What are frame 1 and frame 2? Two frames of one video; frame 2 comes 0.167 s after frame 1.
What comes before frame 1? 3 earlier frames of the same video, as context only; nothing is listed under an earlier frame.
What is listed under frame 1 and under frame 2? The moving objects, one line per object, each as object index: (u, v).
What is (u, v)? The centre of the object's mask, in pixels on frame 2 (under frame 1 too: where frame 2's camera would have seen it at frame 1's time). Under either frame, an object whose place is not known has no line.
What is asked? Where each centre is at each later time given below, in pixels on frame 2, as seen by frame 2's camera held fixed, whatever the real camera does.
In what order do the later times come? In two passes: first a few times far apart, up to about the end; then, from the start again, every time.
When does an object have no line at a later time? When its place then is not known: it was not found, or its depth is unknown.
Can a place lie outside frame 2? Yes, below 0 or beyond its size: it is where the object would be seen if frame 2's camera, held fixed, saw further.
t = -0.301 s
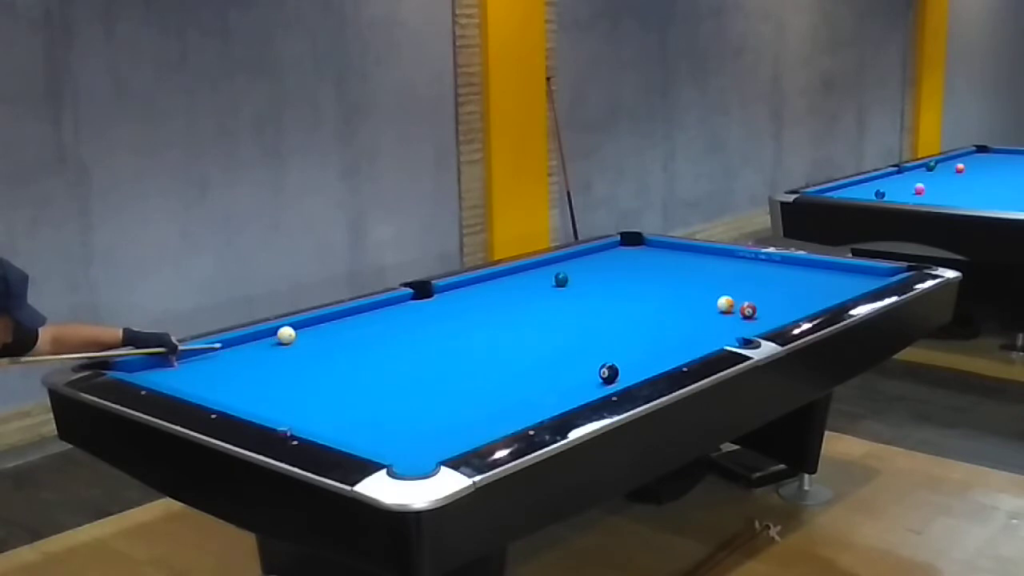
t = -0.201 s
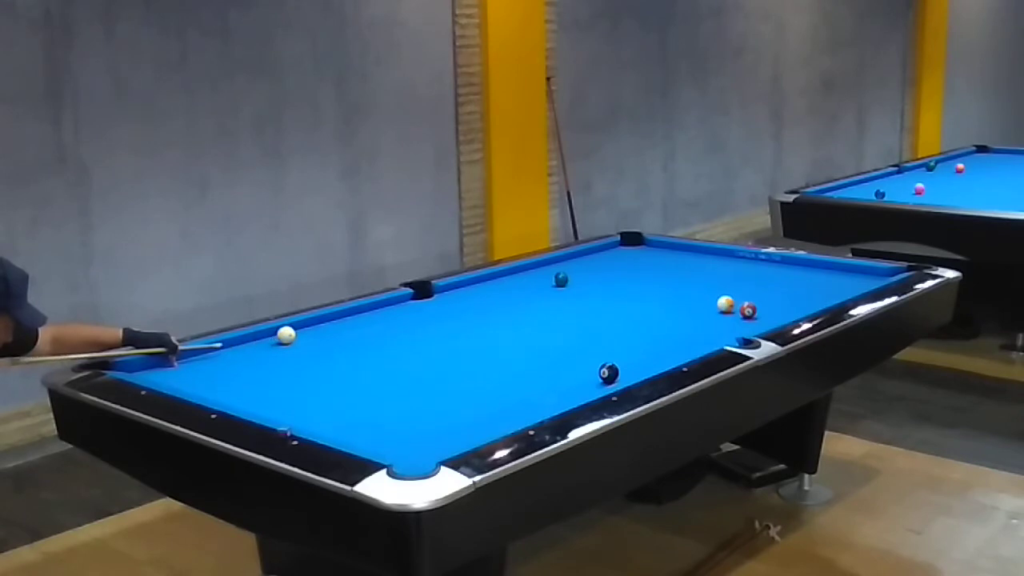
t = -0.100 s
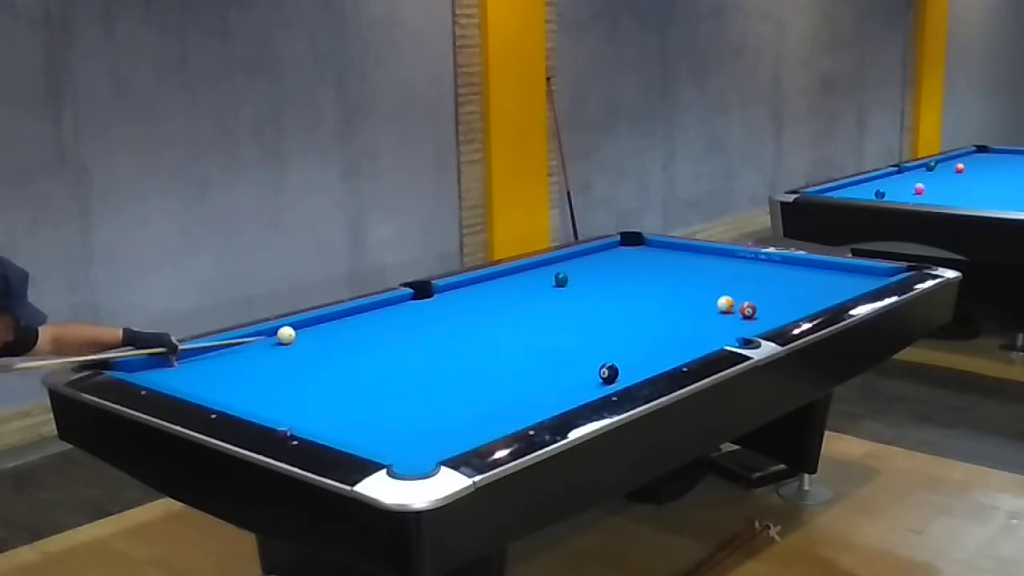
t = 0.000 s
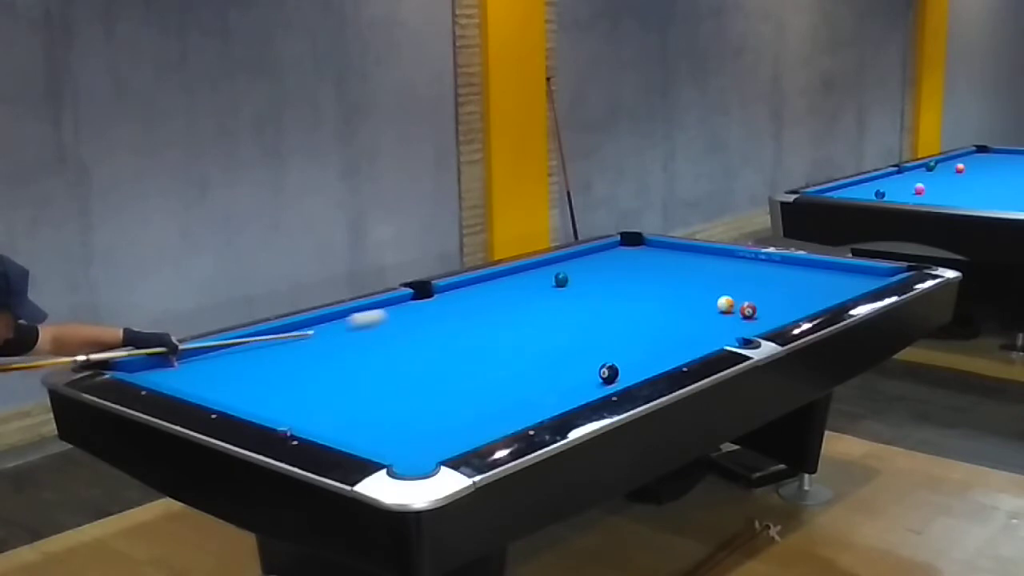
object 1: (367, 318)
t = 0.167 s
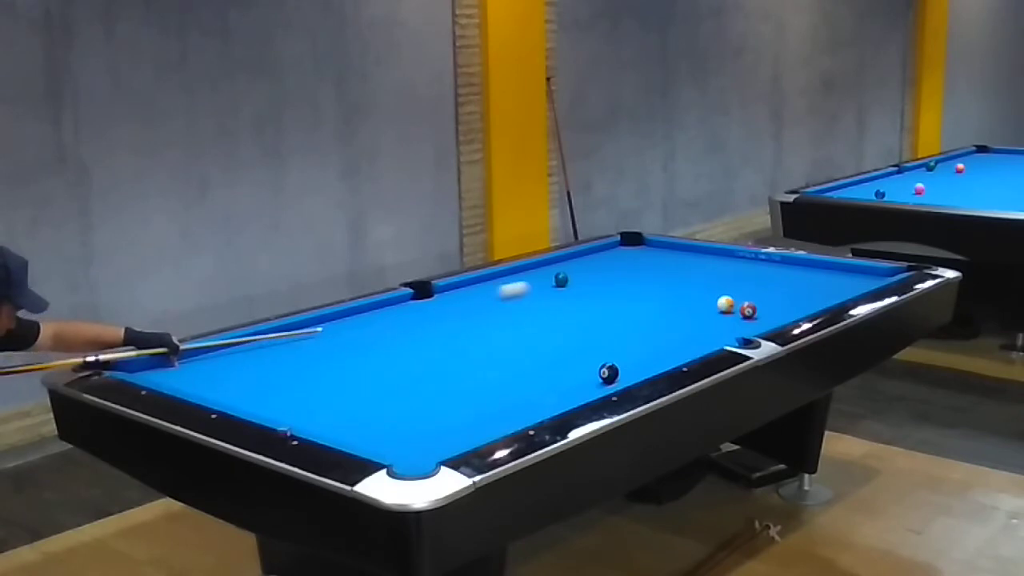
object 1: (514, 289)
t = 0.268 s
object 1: (571, 283)
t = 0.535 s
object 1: (666, 284)
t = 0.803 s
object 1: (760, 284)
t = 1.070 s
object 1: (854, 284)
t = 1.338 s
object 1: (851, 274)
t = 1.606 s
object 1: (828, 266)
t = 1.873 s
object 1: (786, 266)
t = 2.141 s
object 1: (747, 266)
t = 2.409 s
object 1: (710, 265)
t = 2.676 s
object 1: (675, 265)
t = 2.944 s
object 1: (643, 265)
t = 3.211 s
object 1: (612, 264)
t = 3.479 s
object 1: (583, 264)
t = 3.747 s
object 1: (555, 264)
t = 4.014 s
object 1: (541, 265)
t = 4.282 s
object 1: (543, 268)
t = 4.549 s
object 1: (544, 271)
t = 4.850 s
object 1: (546, 274)
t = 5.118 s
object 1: (547, 276)
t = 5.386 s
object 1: (548, 279)
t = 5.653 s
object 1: (549, 280)
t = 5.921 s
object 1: (550, 281)
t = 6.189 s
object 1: (551, 283)
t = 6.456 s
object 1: (552, 284)
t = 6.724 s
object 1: (553, 284)
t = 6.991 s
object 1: (553, 284)
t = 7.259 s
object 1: (553, 284)
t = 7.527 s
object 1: (553, 284)
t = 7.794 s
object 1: (553, 284)
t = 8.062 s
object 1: (553, 284)
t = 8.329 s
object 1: (553, 284)
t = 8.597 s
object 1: (553, 284)
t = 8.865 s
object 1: (553, 284)
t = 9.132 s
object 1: (553, 284)
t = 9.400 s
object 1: (553, 284)
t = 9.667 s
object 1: (553, 284)
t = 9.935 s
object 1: (553, 284)
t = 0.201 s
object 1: (537, 285)
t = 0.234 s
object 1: (559, 282)
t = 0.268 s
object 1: (571, 283)
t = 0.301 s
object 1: (584, 283)
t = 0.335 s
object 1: (596, 283)
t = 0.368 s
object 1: (608, 284)
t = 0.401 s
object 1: (620, 284)
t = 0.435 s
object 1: (631, 284)
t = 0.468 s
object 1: (643, 284)
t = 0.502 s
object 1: (654, 284)
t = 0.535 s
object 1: (666, 284)
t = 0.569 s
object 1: (677, 284)
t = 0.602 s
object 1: (690, 284)
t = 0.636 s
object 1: (701, 284)
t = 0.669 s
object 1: (713, 284)
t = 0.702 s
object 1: (725, 284)
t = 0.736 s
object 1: (736, 284)
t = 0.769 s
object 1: (748, 284)
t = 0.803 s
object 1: (760, 284)
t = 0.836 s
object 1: (772, 284)
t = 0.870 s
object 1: (783, 284)
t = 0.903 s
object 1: (795, 284)
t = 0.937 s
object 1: (807, 284)
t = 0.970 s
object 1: (819, 284)
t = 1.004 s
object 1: (831, 284)
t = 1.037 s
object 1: (842, 284)
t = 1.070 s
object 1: (854, 284)
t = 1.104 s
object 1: (865, 283)
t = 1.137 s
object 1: (865, 282)
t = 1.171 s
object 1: (862, 281)
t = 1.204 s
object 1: (859, 280)
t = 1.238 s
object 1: (857, 278)
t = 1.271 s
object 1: (855, 277)
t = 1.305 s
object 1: (853, 275)
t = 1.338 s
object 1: (851, 274)
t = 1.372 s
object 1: (850, 272)
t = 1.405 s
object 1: (848, 271)
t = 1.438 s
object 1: (846, 269)
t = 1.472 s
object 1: (844, 268)
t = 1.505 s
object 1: (842, 266)
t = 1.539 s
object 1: (838, 266)
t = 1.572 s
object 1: (833, 266)
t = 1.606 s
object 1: (828, 266)
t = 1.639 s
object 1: (822, 266)
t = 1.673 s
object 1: (817, 266)
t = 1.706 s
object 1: (811, 266)
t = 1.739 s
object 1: (806, 266)
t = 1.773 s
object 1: (801, 266)
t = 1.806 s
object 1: (796, 266)
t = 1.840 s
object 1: (791, 266)
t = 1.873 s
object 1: (786, 266)
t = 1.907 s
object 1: (781, 266)
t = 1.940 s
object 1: (776, 266)
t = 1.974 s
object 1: (771, 266)
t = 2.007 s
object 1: (766, 266)
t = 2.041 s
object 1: (762, 266)
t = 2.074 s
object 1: (757, 266)
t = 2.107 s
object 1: (752, 266)
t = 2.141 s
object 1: (747, 266)
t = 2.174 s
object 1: (742, 266)
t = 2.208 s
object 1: (738, 266)
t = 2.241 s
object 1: (733, 265)
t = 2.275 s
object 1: (728, 265)
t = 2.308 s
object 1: (724, 266)
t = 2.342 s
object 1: (720, 265)
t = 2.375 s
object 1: (715, 265)
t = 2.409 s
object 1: (710, 265)
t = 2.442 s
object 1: (706, 265)
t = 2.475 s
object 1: (701, 265)
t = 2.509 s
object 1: (697, 265)
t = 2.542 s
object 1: (693, 265)
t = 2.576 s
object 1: (688, 265)
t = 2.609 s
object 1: (684, 265)
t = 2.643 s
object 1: (680, 265)
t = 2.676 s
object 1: (675, 265)
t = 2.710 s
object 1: (671, 265)
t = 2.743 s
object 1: (667, 265)
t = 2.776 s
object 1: (663, 265)
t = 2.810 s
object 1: (659, 265)
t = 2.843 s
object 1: (655, 265)
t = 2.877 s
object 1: (651, 265)
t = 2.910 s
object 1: (647, 265)
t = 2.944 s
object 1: (643, 265)
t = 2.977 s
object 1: (639, 265)
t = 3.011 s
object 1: (635, 265)
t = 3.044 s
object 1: (631, 264)
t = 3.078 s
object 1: (627, 264)
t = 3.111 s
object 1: (623, 264)
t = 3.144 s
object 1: (619, 264)
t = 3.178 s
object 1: (615, 264)
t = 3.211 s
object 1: (612, 264)
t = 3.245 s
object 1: (608, 264)
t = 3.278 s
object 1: (604, 264)
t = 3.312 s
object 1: (601, 264)
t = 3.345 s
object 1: (597, 264)
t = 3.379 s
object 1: (593, 264)
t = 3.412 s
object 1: (590, 264)
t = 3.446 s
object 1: (586, 264)
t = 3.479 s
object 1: (583, 264)
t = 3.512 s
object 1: (579, 264)
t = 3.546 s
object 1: (576, 264)
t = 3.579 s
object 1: (572, 264)
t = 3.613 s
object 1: (569, 264)
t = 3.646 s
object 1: (565, 264)
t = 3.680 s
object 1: (562, 264)
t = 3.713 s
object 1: (559, 264)
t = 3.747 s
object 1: (555, 264)
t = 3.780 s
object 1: (552, 264)
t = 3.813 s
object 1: (549, 264)
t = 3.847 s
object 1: (545, 263)
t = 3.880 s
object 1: (542, 263)
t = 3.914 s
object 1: (540, 263)
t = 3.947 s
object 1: (540, 264)
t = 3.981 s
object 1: (541, 264)
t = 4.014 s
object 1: (541, 265)
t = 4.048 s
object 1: (541, 265)
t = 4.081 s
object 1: (541, 265)
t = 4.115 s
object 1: (541, 266)
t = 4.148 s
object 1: (542, 266)
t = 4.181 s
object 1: (542, 267)
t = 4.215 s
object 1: (542, 267)
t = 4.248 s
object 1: (543, 267)
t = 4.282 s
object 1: (543, 268)
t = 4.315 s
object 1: (543, 268)
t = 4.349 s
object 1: (543, 269)
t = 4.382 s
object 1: (543, 269)
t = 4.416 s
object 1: (543, 269)
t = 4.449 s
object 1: (544, 270)
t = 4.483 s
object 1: (544, 270)
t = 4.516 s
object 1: (544, 271)
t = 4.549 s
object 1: (544, 271)
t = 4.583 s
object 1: (545, 271)
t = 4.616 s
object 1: (545, 272)
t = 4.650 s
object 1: (545, 272)
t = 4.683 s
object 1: (545, 272)
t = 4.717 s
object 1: (545, 273)
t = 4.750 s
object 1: (545, 273)
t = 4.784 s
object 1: (545, 273)
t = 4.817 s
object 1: (546, 273)
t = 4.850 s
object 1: (546, 274)
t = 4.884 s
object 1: (546, 274)
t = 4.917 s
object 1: (546, 274)
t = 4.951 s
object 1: (546, 275)
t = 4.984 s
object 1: (546, 275)
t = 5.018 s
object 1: (546, 275)
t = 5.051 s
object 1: (547, 276)
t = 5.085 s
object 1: (547, 276)
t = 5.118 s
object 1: (547, 276)
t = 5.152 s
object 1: (547, 277)
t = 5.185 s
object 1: (547, 277)
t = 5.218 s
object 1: (547, 277)
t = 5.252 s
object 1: (548, 277)
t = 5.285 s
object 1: (548, 278)
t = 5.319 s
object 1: (548, 278)
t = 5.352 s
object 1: (548, 278)
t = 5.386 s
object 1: (548, 279)
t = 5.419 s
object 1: (548, 279)
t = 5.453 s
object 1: (548, 279)
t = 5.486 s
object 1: (549, 279)
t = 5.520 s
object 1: (549, 280)
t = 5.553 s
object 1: (549, 280)
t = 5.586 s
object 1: (549, 280)
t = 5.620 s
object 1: (549, 280)
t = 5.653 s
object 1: (549, 280)
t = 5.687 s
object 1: (549, 280)
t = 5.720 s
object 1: (549, 280)
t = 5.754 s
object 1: (550, 281)
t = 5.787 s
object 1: (550, 281)
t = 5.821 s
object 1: (550, 281)
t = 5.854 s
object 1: (550, 281)
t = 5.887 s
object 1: (550, 281)
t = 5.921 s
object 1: (550, 281)
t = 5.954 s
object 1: (550, 282)
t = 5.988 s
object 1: (550, 282)
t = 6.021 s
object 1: (550, 282)
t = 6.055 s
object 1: (551, 282)
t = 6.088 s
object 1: (551, 282)
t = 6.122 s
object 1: (551, 282)
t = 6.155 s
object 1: (551, 283)
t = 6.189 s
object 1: (551, 283)
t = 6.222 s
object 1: (551, 283)
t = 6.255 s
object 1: (551, 283)
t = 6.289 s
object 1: (552, 283)
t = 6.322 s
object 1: (552, 283)
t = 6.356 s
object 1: (552, 283)
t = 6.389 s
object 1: (552, 283)
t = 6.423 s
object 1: (552, 283)
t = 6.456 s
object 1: (552, 284)
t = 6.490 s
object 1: (553, 284)
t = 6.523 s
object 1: (553, 284)
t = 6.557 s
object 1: (553, 284)
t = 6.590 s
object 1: (553, 284)
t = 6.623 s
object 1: (553, 284)
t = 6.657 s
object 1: (553, 284)
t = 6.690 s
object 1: (553, 284)
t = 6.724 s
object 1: (553, 284)
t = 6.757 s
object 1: (553, 284)
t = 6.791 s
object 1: (553, 284)
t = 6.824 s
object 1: (553, 284)
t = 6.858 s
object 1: (553, 284)
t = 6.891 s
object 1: (553, 284)
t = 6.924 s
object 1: (553, 284)
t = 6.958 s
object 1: (553, 284)
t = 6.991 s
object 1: (553, 284)
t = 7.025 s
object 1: (553, 284)
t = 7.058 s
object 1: (553, 284)
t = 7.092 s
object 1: (553, 284)
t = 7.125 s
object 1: (553, 284)
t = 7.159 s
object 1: (553, 284)
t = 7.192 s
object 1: (553, 284)
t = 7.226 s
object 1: (553, 284)
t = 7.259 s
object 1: (553, 284)
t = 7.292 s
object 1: (553, 284)
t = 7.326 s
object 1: (553, 284)
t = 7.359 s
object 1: (553, 284)
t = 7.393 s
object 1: (553, 284)
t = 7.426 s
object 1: (553, 284)
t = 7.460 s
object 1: (553, 284)
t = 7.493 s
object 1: (553, 284)
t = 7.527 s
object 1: (553, 284)
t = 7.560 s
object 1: (553, 284)
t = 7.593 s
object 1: (553, 284)
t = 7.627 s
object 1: (553, 284)
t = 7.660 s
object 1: (553, 284)
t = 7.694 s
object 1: (553, 284)
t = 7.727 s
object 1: (553, 284)
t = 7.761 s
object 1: (553, 284)
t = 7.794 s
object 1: (553, 284)
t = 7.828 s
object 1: (553, 284)
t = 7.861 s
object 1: (553, 284)
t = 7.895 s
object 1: (553, 284)
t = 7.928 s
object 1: (553, 284)
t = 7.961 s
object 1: (553, 284)
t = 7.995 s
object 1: (553, 284)
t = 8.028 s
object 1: (553, 284)
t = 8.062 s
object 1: (553, 284)
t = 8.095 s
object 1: (553, 284)
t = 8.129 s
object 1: (553, 284)
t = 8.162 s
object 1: (553, 284)
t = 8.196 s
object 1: (553, 284)
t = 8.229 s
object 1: (553, 284)
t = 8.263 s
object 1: (553, 284)
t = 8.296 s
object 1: (553, 284)
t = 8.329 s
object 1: (553, 284)
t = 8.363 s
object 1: (553, 284)
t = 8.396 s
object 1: (553, 284)
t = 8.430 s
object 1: (553, 284)
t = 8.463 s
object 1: (553, 284)
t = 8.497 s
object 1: (553, 284)
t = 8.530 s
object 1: (553, 284)
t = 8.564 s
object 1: (553, 284)
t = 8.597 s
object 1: (553, 284)
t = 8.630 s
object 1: (553, 284)
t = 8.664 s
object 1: (553, 284)
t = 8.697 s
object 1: (553, 284)
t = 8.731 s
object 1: (553, 284)
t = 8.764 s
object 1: (553, 284)
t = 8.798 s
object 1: (553, 284)
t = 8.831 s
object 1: (553, 284)
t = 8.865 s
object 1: (553, 284)
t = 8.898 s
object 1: (553, 284)
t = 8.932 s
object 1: (553, 284)
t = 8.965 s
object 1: (553, 284)
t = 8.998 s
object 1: (553, 284)
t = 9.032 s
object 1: (553, 284)
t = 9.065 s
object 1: (553, 284)
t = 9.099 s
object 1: (553, 284)
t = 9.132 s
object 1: (553, 284)
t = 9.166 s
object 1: (553, 284)
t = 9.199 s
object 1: (553, 284)
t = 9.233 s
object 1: (553, 284)
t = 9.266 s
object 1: (553, 284)
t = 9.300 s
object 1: (553, 284)
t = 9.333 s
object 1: (553, 284)
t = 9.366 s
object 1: (553, 284)
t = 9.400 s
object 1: (553, 284)
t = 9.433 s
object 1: (553, 284)
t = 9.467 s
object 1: (553, 284)
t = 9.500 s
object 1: (553, 284)
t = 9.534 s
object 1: (553, 284)
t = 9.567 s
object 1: (553, 284)
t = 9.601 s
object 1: (553, 284)
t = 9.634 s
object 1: (553, 284)
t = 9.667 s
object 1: (553, 284)
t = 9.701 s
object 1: (553, 284)
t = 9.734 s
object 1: (553, 284)
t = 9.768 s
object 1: (553, 284)
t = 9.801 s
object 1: (554, 284)
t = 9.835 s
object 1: (553, 284)
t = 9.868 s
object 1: (553, 284)
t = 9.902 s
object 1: (553, 284)
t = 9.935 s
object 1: (553, 284)
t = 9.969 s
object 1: (553, 284)
